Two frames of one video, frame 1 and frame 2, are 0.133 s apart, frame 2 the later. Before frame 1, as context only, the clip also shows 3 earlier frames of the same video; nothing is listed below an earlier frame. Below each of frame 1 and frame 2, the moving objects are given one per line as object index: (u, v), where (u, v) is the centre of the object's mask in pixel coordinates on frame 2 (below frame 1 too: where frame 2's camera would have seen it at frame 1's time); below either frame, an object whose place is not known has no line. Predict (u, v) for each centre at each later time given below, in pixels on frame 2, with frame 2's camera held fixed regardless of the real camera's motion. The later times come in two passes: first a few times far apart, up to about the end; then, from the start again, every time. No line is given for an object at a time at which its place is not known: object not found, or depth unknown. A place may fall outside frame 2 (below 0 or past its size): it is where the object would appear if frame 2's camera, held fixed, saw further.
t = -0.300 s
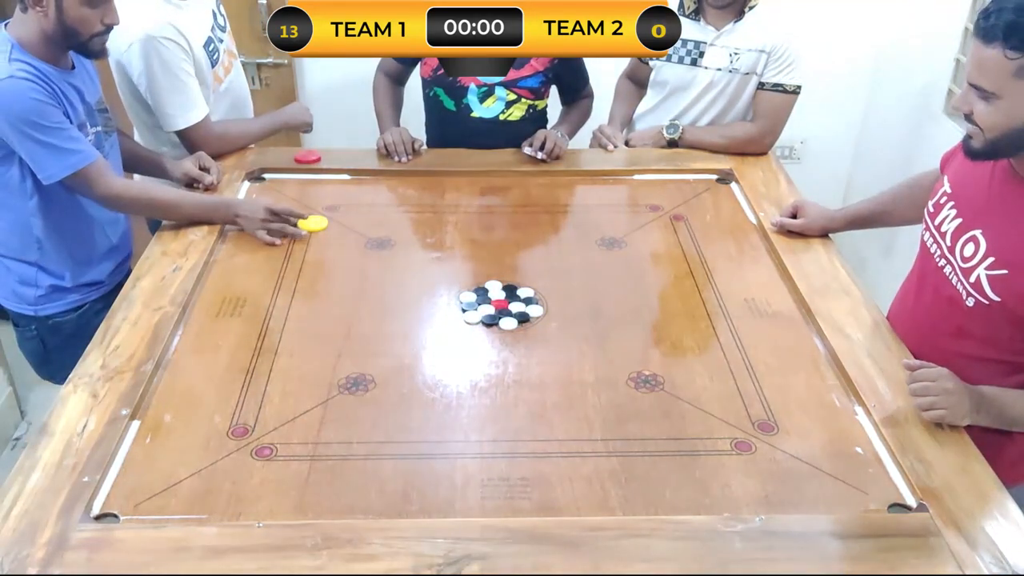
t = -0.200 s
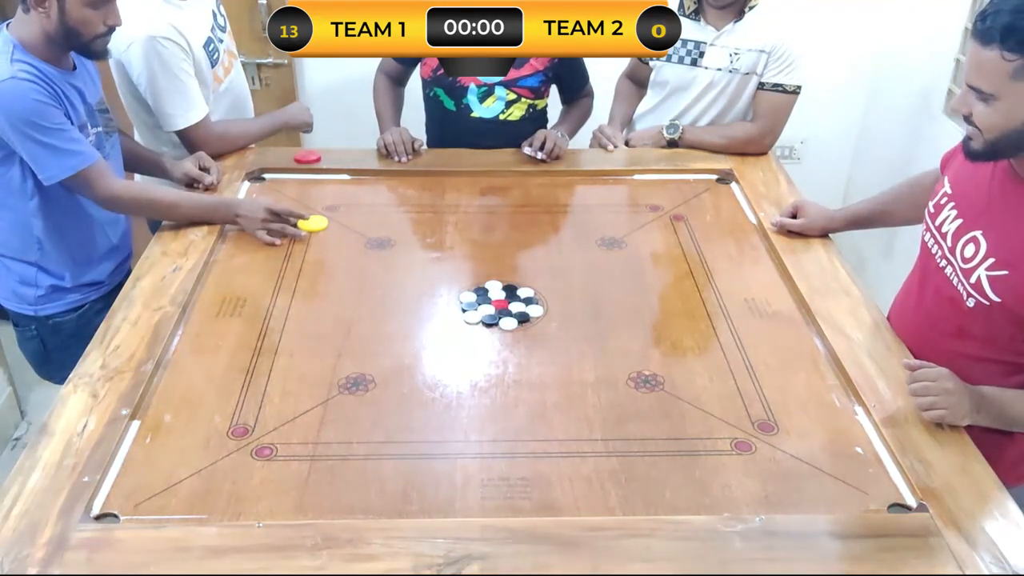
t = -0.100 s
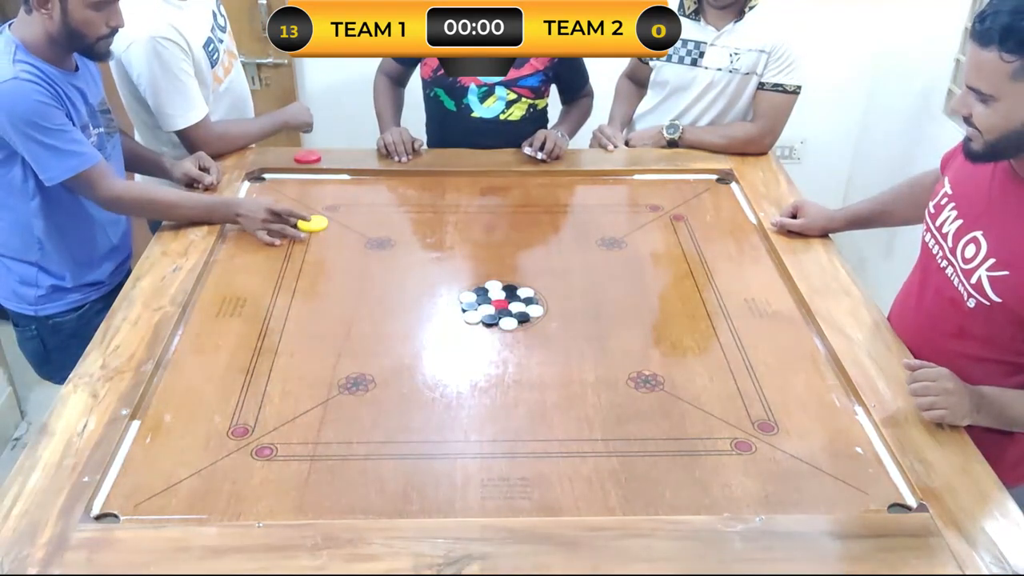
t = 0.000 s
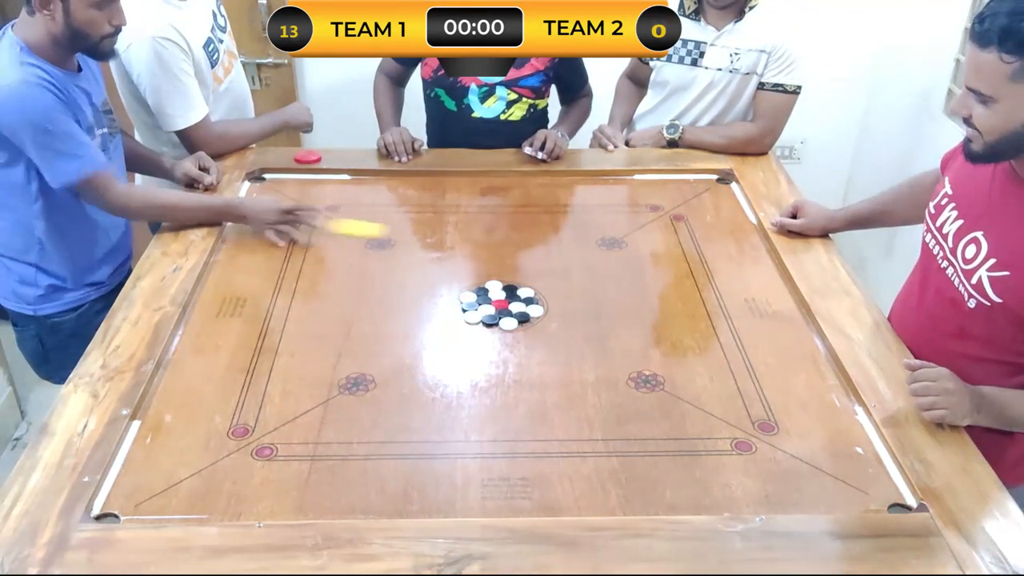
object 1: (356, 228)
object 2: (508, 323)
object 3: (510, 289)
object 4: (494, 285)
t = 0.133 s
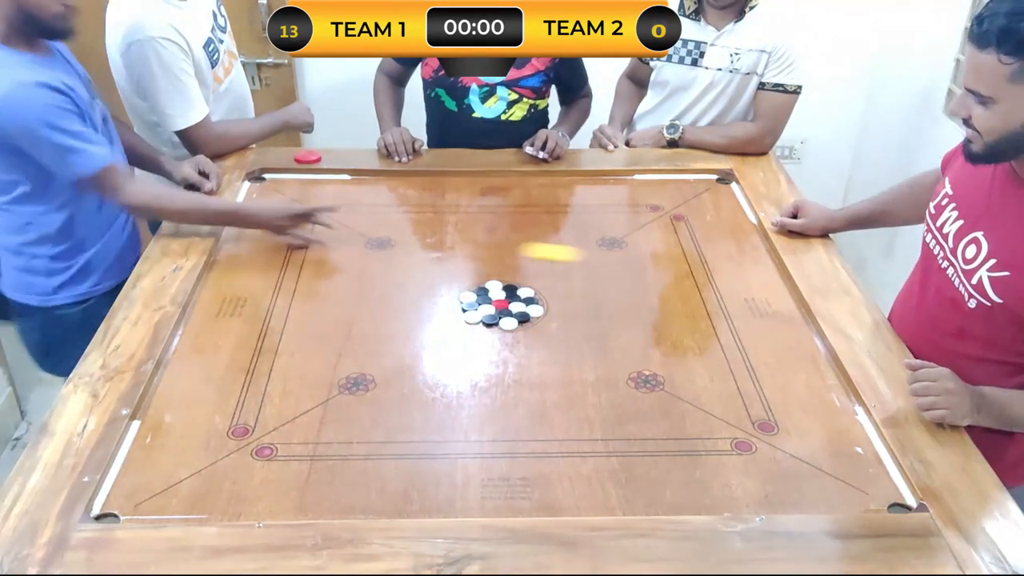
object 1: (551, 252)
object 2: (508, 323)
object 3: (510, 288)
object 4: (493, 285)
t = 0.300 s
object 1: (754, 282)
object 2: (508, 323)
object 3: (510, 288)
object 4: (493, 285)
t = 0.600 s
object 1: (546, 325)
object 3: (505, 279)
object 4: (482, 280)
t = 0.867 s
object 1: (511, 357)
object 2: (391, 446)
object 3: (501, 266)
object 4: (465, 271)
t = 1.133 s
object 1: (491, 376)
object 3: (501, 266)
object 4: (465, 271)
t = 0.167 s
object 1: (601, 258)
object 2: (508, 323)
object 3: (510, 288)
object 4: (493, 285)
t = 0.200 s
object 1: (651, 264)
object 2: (508, 323)
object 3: (510, 288)
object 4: (493, 285)
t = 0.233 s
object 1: (699, 270)
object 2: (508, 323)
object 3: (510, 288)
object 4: (493, 285)
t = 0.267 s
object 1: (752, 276)
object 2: (508, 323)
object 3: (510, 288)
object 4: (493, 285)
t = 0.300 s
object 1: (754, 282)
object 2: (508, 323)
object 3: (510, 288)
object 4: (493, 285)
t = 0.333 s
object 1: (725, 287)
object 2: (508, 323)
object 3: (510, 288)
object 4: (494, 285)
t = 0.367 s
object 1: (696, 291)
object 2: (508, 324)
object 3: (510, 288)
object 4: (494, 285)
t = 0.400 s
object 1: (669, 296)
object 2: (508, 323)
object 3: (510, 288)
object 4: (494, 285)
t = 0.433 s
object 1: (640, 300)
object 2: (508, 323)
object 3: (510, 288)
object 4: (494, 285)
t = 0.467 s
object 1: (612, 305)
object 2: (508, 323)
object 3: (510, 288)
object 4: (493, 285)
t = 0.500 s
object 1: (583, 309)
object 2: (508, 324)
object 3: (510, 288)
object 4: (493, 285)
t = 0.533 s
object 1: (560, 314)
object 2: (505, 325)
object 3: (510, 289)
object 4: (493, 285)
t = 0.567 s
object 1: (552, 320)
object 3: (508, 286)
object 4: (487, 282)
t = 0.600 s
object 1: (546, 325)
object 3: (505, 279)
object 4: (482, 280)
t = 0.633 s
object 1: (541, 329)
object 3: (504, 275)
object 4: (478, 277)
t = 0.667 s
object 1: (535, 334)
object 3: (503, 272)
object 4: (474, 276)
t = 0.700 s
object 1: (531, 338)
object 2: (444, 389)
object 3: (502, 270)
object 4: (471, 274)
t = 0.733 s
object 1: (525, 343)
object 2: (433, 400)
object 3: (502, 268)
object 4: (468, 273)
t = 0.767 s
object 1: (522, 346)
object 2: (423, 411)
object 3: (501, 267)
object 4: (466, 272)
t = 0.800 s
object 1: (518, 350)
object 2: (413, 423)
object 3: (501, 266)
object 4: (465, 271)
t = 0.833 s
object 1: (514, 354)
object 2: (402, 435)
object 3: (501, 266)
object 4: (465, 271)
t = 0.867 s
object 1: (511, 357)
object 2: (391, 446)
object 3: (501, 266)
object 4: (465, 271)
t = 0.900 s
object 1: (507, 360)
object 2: (381, 458)
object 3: (501, 266)
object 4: (465, 271)
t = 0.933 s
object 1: (505, 363)
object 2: (371, 468)
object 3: (501, 266)
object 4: (465, 271)
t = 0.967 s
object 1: (502, 366)
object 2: (362, 478)
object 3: (501, 266)
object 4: (465, 271)
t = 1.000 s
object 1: (499, 368)
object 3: (501, 266)
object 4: (465, 271)
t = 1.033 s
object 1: (497, 371)
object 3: (501, 266)
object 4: (465, 271)
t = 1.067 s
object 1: (495, 373)
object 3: (501, 266)
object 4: (465, 271)
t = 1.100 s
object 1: (493, 375)
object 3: (501, 266)
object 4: (465, 271)
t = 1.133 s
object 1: (491, 376)
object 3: (501, 266)
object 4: (465, 271)
